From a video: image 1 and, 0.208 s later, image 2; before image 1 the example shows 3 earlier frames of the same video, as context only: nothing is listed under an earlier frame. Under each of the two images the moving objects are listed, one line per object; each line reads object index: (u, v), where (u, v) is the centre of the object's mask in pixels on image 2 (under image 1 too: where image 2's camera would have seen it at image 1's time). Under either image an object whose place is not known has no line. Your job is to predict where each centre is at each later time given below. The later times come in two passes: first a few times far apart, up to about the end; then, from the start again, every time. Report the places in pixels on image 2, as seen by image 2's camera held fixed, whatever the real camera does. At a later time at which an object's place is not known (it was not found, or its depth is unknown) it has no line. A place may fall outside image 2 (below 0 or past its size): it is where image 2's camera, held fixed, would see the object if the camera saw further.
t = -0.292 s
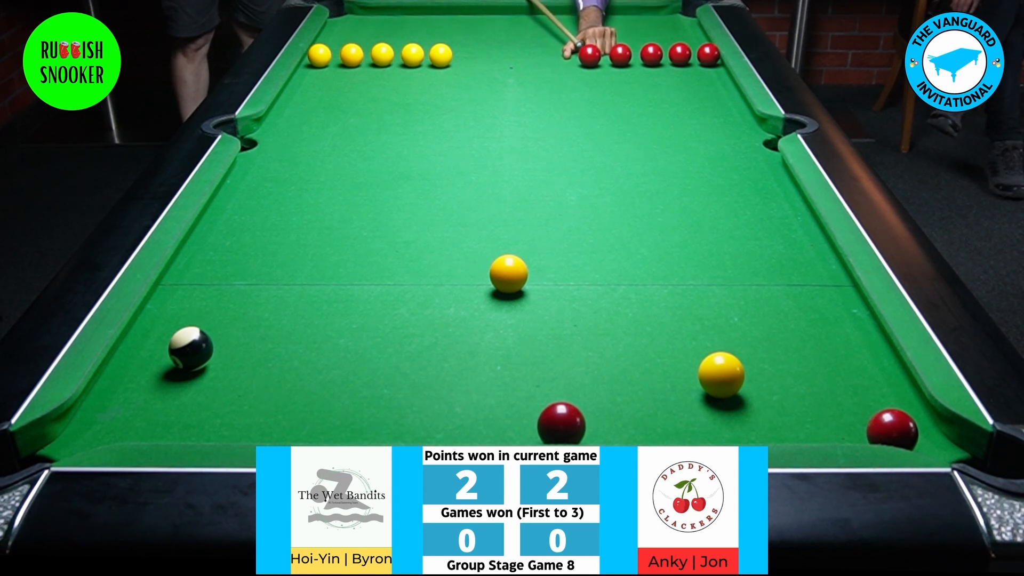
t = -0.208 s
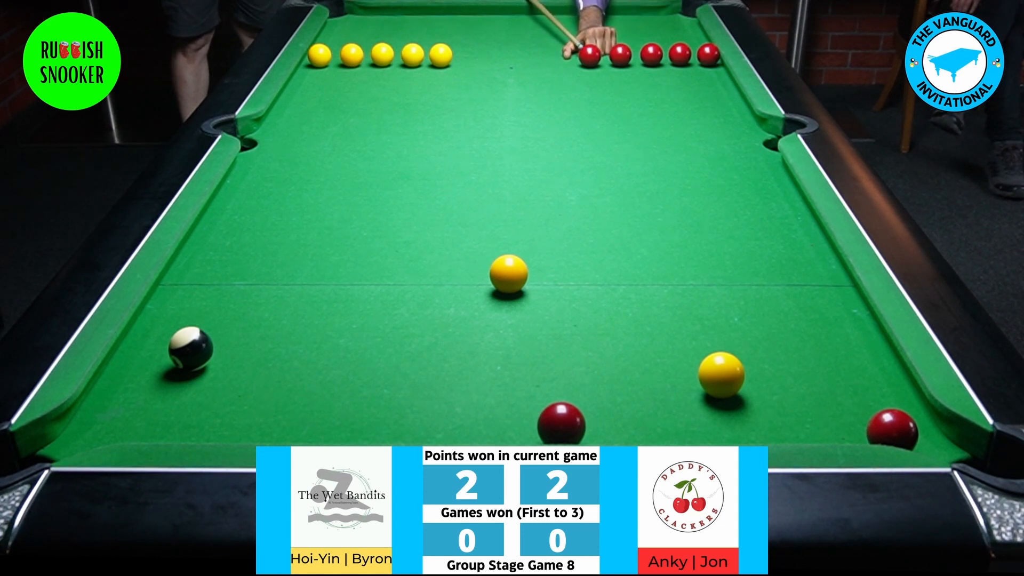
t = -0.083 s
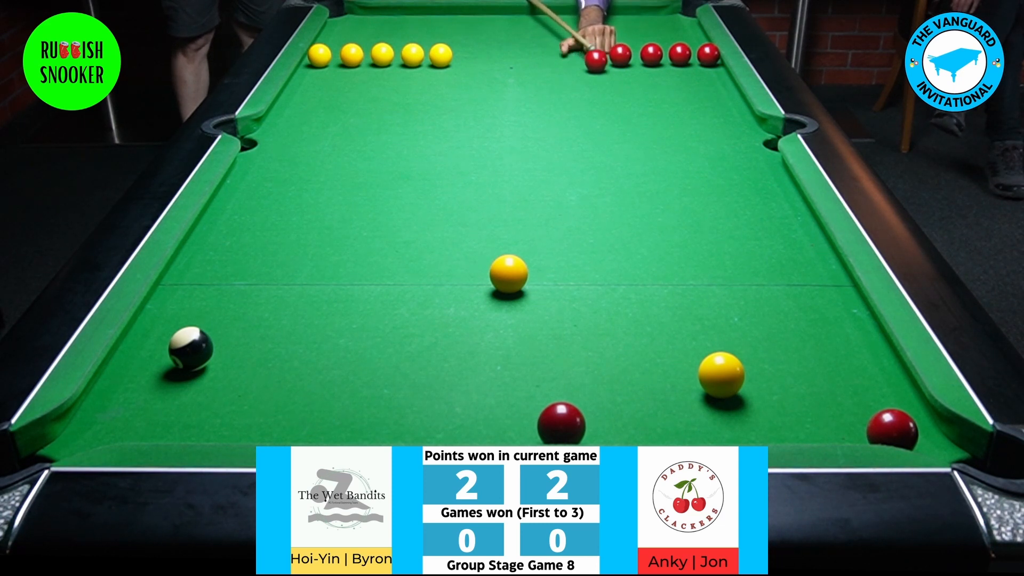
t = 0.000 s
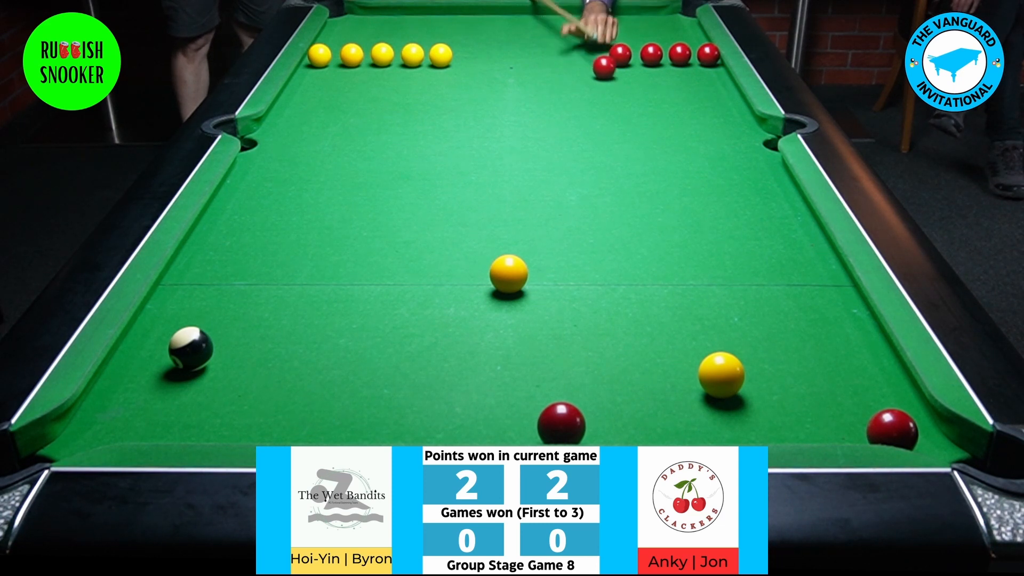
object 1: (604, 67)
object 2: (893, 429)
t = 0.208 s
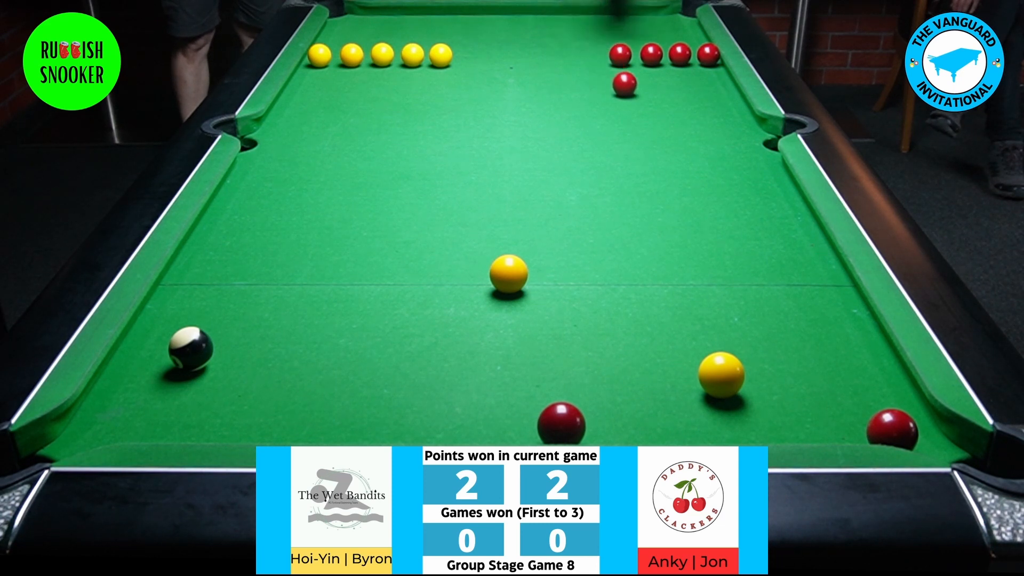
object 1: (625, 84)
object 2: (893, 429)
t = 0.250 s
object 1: (629, 88)
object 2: (893, 429)
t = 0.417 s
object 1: (648, 104)
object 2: (893, 429)
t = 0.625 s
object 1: (671, 123)
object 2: (893, 429)
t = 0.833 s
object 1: (696, 145)
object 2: (893, 429)
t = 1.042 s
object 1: (721, 166)
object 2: (893, 429)
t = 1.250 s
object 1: (747, 190)
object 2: (893, 429)
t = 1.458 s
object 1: (776, 215)
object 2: (893, 429)
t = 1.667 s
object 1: (803, 240)
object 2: (893, 429)
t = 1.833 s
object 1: (826, 263)
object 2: (893, 429)
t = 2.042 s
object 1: (830, 286)
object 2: (893, 429)
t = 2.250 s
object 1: (834, 310)
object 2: (893, 429)
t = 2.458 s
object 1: (839, 336)
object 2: (893, 429)
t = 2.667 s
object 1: (842, 359)
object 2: (893, 429)
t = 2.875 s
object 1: (844, 385)
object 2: (893, 429)
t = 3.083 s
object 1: (846, 407)
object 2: (893, 429)
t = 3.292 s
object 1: (835, 423)
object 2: (901, 432)
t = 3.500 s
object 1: (821, 429)
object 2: (904, 433)
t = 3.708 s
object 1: (807, 428)
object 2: (905, 434)
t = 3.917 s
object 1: (796, 425)
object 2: (905, 434)
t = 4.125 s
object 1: (791, 423)
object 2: (905, 434)
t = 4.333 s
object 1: (789, 423)
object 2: (906, 434)
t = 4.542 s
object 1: (790, 423)
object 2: (906, 434)
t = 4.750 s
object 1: (790, 423)
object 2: (906, 434)
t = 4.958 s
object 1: (790, 423)
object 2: (906, 434)
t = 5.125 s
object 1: (790, 422)
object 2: (906, 434)
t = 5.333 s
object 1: (790, 422)
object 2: (906, 434)
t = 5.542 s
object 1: (790, 422)
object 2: (906, 434)
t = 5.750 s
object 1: (790, 422)
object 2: (906, 434)
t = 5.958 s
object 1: (790, 422)
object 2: (906, 434)
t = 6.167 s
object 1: (790, 422)
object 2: (906, 434)
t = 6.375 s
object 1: (790, 422)
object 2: (906, 434)
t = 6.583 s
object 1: (790, 422)
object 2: (906, 434)
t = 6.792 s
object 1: (790, 422)
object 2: (906, 434)
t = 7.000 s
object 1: (790, 422)
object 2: (906, 434)
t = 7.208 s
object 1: (790, 422)
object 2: (906, 434)
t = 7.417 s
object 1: (790, 422)
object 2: (906, 434)
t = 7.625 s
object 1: (790, 422)
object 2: (906, 434)
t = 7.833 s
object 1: (790, 422)
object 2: (906, 434)
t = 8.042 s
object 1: (790, 422)
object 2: (906, 434)
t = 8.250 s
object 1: (790, 422)
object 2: (906, 434)
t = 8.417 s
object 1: (790, 422)
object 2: (906, 434)
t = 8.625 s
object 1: (790, 422)
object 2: (906, 434)
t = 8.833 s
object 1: (790, 422)
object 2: (906, 434)
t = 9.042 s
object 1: (790, 422)
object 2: (906, 434)
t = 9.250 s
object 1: (790, 422)
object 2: (906, 434)
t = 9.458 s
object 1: (790, 422)
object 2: (906, 434)
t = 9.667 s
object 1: (790, 422)
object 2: (906, 434)
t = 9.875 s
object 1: (790, 422)
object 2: (906, 434)
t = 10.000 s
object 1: (790, 422)
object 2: (906, 434)
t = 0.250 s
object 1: (629, 88)
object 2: (893, 429)
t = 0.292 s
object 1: (635, 93)
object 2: (893, 429)
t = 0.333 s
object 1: (640, 97)
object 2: (893, 429)
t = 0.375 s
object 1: (644, 100)
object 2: (893, 429)
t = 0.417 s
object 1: (648, 104)
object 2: (893, 429)
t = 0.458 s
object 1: (652, 107)
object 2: (893, 429)
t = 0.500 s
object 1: (657, 111)
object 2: (893, 429)
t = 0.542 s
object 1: (661, 115)
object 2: (893, 429)
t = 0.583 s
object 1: (666, 119)
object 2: (893, 429)
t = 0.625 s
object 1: (671, 123)
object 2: (893, 429)
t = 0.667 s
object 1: (675, 127)
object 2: (893, 429)
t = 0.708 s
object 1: (680, 131)
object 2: (893, 429)
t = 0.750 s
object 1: (685, 135)
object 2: (893, 429)
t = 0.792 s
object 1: (692, 141)
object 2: (893, 429)
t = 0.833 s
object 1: (696, 145)
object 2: (893, 429)
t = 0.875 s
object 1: (701, 149)
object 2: (893, 429)
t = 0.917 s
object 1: (706, 153)
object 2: (893, 429)
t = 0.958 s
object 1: (711, 158)
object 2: (893, 429)
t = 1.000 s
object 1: (716, 162)
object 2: (893, 429)
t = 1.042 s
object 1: (721, 166)
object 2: (893, 429)
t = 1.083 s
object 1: (726, 171)
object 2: (893, 429)
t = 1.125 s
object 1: (731, 175)
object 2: (893, 429)
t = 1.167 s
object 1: (736, 180)
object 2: (893, 429)
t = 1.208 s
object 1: (741, 184)
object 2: (893, 429)
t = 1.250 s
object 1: (747, 190)
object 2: (893, 429)
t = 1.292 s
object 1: (754, 196)
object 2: (893, 429)
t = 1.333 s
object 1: (760, 200)
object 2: (893, 429)
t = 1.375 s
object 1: (765, 205)
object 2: (893, 429)
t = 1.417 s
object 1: (770, 210)
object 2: (893, 429)
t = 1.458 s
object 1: (776, 215)
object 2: (893, 429)
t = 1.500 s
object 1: (781, 220)
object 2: (893, 429)
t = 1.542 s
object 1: (787, 224)
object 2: (893, 429)
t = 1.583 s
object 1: (792, 230)
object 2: (893, 429)
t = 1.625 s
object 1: (798, 235)
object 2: (893, 429)
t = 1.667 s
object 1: (803, 240)
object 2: (893, 429)
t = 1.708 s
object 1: (809, 245)
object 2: (893, 429)
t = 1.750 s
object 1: (815, 250)
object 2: (893, 429)
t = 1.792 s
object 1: (823, 258)
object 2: (893, 429)
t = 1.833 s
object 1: (826, 263)
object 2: (893, 429)
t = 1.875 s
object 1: (827, 268)
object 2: (893, 429)
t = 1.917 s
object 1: (828, 272)
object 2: (893, 429)
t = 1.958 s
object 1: (829, 277)
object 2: (893, 429)
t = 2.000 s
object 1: (830, 281)
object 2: (893, 429)
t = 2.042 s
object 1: (830, 286)
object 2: (893, 429)
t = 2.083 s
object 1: (831, 291)
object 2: (893, 429)
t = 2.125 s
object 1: (832, 295)
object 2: (893, 429)
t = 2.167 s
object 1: (833, 300)
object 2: (893, 429)
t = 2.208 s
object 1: (834, 305)
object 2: (893, 429)
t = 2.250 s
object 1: (834, 310)
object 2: (893, 429)
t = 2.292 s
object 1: (836, 317)
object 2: (893, 429)
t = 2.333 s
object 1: (836, 321)
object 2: (893, 429)
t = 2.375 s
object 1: (837, 326)
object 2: (893, 429)
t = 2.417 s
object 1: (838, 330)
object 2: (893, 429)
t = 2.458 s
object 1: (839, 336)
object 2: (893, 429)
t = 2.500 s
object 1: (839, 340)
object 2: (893, 429)
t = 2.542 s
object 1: (840, 345)
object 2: (893, 429)
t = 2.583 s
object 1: (841, 350)
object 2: (893, 429)
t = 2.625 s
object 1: (841, 355)
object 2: (893, 429)
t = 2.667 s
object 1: (842, 359)
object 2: (893, 429)
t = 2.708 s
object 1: (842, 364)
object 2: (893, 429)
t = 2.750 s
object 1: (843, 369)
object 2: (893, 429)
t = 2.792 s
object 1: (843, 376)
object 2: (893, 429)
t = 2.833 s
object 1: (844, 380)
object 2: (893, 429)
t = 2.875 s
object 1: (844, 385)
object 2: (893, 429)
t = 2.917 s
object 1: (845, 389)
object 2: (893, 429)
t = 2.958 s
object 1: (845, 393)
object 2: (893, 429)
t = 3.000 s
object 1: (845, 398)
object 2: (893, 429)
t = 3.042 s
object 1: (846, 403)
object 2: (893, 429)
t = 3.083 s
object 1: (846, 407)
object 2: (893, 429)
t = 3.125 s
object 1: (846, 412)
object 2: (893, 429)
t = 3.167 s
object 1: (845, 415)
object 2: (894, 430)
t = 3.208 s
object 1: (842, 419)
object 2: (897, 430)
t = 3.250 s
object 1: (840, 421)
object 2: (898, 431)
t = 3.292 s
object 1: (835, 423)
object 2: (901, 432)
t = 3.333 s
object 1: (832, 424)
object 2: (901, 432)
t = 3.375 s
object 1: (829, 426)
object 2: (902, 433)
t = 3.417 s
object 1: (827, 427)
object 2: (903, 433)
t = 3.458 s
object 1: (824, 428)
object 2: (904, 433)
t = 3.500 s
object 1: (821, 429)
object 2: (904, 433)
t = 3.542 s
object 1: (818, 430)
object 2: (904, 434)
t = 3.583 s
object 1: (815, 430)
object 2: (905, 434)
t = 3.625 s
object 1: (812, 429)
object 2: (905, 434)
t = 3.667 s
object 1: (810, 428)
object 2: (905, 434)
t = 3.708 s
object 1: (807, 428)
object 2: (905, 434)
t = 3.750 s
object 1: (805, 427)
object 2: (905, 434)
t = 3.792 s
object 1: (802, 426)
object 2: (905, 434)
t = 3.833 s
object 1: (800, 426)
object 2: (905, 434)
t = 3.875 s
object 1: (798, 426)
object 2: (905, 434)
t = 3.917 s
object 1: (796, 425)
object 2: (905, 434)
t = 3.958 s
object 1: (795, 425)
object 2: (905, 434)
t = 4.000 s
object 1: (793, 424)
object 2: (905, 434)
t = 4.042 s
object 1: (792, 424)
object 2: (905, 434)
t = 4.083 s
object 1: (791, 424)
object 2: (905, 434)
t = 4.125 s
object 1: (791, 423)
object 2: (905, 434)
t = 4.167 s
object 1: (790, 423)
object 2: (906, 434)
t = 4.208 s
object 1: (789, 423)
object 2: (905, 434)
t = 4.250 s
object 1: (789, 423)
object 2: (906, 434)
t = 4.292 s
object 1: (789, 423)
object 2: (906, 434)
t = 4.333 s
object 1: (789, 423)
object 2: (906, 434)
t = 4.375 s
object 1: (790, 423)
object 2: (906, 434)
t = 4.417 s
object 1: (790, 423)
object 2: (906, 434)
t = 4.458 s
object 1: (790, 423)
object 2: (906, 434)
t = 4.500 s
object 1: (790, 423)
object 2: (906, 434)
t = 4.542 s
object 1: (790, 423)
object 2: (906, 434)
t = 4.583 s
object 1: (790, 423)
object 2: (906, 434)
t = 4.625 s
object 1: (790, 423)
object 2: (906, 434)
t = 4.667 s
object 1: (790, 423)
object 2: (906, 434)
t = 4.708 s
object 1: (790, 423)
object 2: (906, 434)
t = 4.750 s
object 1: (790, 423)
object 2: (906, 434)
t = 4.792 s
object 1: (790, 422)
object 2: (906, 434)
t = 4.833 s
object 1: (790, 422)
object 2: (906, 434)
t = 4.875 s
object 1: (790, 423)
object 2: (906, 434)
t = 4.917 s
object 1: (790, 422)
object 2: (906, 434)
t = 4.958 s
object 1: (790, 423)
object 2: (906, 434)
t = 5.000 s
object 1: (790, 423)
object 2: (906, 434)
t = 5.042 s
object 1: (790, 422)
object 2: (906, 434)
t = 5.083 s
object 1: (790, 422)
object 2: (906, 434)
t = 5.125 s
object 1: (790, 422)
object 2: (906, 434)
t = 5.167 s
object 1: (790, 422)
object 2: (906, 434)
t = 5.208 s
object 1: (790, 422)
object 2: (906, 434)
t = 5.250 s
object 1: (790, 422)
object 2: (906, 434)
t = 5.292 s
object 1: (790, 422)
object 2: (906, 434)
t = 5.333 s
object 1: (790, 422)
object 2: (906, 434)
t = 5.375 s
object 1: (790, 422)
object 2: (906, 434)
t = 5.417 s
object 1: (789, 422)
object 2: (906, 434)
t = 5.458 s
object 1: (790, 422)
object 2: (906, 434)
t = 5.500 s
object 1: (790, 422)
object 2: (906, 434)
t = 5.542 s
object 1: (790, 422)
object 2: (906, 434)
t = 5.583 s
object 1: (790, 422)
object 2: (906, 434)
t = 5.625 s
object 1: (790, 422)
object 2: (906, 434)
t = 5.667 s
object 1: (790, 422)
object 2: (906, 434)
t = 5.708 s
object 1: (790, 422)
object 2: (906, 434)
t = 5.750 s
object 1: (790, 422)
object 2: (906, 434)
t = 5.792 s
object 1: (790, 422)
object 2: (906, 434)
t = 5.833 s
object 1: (790, 422)
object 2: (906, 434)
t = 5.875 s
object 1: (789, 423)
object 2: (906, 434)
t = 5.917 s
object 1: (790, 422)
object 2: (906, 434)
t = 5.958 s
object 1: (790, 422)
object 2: (906, 434)
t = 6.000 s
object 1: (789, 423)
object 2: (906, 434)
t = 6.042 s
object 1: (790, 422)
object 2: (906, 434)
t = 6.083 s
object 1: (790, 422)
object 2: (906, 434)
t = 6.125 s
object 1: (789, 422)
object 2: (906, 434)
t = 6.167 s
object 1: (790, 422)
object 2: (906, 434)
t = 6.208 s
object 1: (790, 422)
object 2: (906, 434)
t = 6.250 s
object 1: (790, 422)
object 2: (906, 434)
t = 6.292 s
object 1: (790, 422)
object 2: (906, 434)
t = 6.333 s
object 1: (790, 422)
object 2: (906, 434)
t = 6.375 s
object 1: (790, 422)
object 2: (906, 434)
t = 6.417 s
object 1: (790, 422)
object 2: (906, 434)
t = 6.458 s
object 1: (790, 422)
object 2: (906, 434)
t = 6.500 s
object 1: (790, 422)
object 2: (906, 434)
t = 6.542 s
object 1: (790, 422)
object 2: (906, 434)
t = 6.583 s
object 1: (790, 422)
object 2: (906, 434)
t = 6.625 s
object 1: (790, 422)
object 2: (906, 434)
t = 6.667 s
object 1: (790, 422)
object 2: (906, 434)
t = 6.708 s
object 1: (790, 422)
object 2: (906, 434)
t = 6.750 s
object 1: (790, 422)
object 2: (906, 434)
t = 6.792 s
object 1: (790, 422)
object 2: (906, 434)
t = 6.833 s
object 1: (790, 422)
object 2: (906, 434)
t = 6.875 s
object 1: (790, 422)
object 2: (906, 434)
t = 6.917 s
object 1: (789, 422)
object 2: (906, 434)
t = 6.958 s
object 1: (790, 422)
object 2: (906, 434)
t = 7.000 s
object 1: (790, 422)
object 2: (906, 434)
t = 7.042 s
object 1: (790, 422)
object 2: (906, 434)
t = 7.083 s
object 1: (790, 422)
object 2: (906, 434)
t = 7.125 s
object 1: (790, 422)
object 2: (906, 434)
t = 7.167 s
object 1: (789, 422)
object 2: (906, 434)
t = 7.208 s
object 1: (790, 422)
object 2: (906, 434)
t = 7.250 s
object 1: (789, 422)
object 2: (906, 434)
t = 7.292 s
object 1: (790, 422)
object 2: (906, 434)
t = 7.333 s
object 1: (790, 422)
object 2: (906, 434)
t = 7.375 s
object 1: (789, 422)
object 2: (906, 434)
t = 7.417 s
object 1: (790, 422)
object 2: (906, 434)
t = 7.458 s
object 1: (790, 422)
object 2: (906, 434)
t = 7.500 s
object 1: (790, 422)
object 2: (906, 434)
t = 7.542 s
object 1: (789, 422)
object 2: (906, 434)
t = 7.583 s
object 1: (790, 422)
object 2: (906, 434)
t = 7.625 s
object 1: (790, 422)
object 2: (906, 434)
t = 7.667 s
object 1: (790, 422)
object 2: (906, 434)
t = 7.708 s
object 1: (790, 422)
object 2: (906, 434)
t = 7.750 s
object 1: (790, 422)
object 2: (906, 434)
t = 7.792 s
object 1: (790, 422)
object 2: (906, 434)
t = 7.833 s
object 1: (790, 422)
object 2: (906, 434)
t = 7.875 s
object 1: (790, 422)
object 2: (906, 434)
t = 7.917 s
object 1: (790, 422)
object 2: (906, 434)
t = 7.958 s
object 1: (790, 422)
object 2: (906, 434)
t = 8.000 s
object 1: (790, 422)
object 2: (906, 434)
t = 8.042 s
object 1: (790, 422)
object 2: (906, 434)
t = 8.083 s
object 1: (790, 422)
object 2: (906, 434)
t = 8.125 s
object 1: (790, 422)
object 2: (906, 434)
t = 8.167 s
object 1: (790, 422)
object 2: (906, 434)
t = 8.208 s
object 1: (790, 422)
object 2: (906, 434)
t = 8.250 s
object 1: (790, 422)
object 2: (906, 434)
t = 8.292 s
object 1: (790, 422)
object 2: (906, 434)
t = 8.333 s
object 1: (790, 422)
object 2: (906, 434)
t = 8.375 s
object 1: (790, 422)
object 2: (906, 434)
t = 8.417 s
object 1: (790, 422)
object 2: (906, 434)
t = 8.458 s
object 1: (790, 422)
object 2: (906, 434)
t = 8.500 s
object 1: (790, 422)
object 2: (906, 434)
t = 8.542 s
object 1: (790, 422)
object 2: (906, 434)
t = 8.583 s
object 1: (790, 422)
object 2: (906, 434)
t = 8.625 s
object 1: (790, 422)
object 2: (906, 434)
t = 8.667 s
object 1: (790, 422)
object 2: (906, 434)
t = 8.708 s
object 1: (790, 422)
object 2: (906, 434)
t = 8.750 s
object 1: (790, 422)
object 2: (906, 434)
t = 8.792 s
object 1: (790, 422)
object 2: (906, 434)
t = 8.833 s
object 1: (790, 422)
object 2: (906, 434)
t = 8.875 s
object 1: (790, 422)
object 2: (906, 434)
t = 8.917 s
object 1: (790, 422)
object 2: (906, 434)
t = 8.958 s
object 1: (790, 422)
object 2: (906, 434)
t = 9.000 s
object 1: (790, 422)
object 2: (906, 434)
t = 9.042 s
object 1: (790, 422)
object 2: (906, 434)
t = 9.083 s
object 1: (790, 422)
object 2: (906, 434)
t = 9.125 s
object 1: (790, 422)
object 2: (906, 434)
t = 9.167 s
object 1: (790, 422)
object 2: (906, 434)
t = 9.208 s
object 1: (790, 422)
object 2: (906, 434)
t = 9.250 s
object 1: (790, 422)
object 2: (906, 434)
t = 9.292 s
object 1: (790, 422)
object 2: (906, 434)
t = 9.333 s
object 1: (790, 422)
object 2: (906, 434)
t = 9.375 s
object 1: (790, 422)
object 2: (906, 434)
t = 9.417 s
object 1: (790, 422)
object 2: (906, 434)
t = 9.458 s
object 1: (790, 422)
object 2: (906, 434)
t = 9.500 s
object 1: (790, 422)
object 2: (906, 434)
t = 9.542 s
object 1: (790, 422)
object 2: (906, 434)
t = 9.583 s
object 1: (790, 422)
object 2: (906, 434)
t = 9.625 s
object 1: (790, 422)
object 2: (906, 434)
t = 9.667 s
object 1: (790, 422)
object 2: (906, 434)
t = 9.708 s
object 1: (790, 422)
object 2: (906, 434)
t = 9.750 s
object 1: (790, 422)
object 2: (906, 434)
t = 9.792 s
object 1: (790, 422)
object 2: (906, 434)
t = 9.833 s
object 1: (790, 422)
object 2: (906, 434)
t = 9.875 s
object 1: (790, 422)
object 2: (906, 434)
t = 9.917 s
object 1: (790, 422)
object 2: (906, 434)
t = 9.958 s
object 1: (790, 422)
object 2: (906, 434)
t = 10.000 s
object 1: (790, 422)
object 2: (906, 434)
